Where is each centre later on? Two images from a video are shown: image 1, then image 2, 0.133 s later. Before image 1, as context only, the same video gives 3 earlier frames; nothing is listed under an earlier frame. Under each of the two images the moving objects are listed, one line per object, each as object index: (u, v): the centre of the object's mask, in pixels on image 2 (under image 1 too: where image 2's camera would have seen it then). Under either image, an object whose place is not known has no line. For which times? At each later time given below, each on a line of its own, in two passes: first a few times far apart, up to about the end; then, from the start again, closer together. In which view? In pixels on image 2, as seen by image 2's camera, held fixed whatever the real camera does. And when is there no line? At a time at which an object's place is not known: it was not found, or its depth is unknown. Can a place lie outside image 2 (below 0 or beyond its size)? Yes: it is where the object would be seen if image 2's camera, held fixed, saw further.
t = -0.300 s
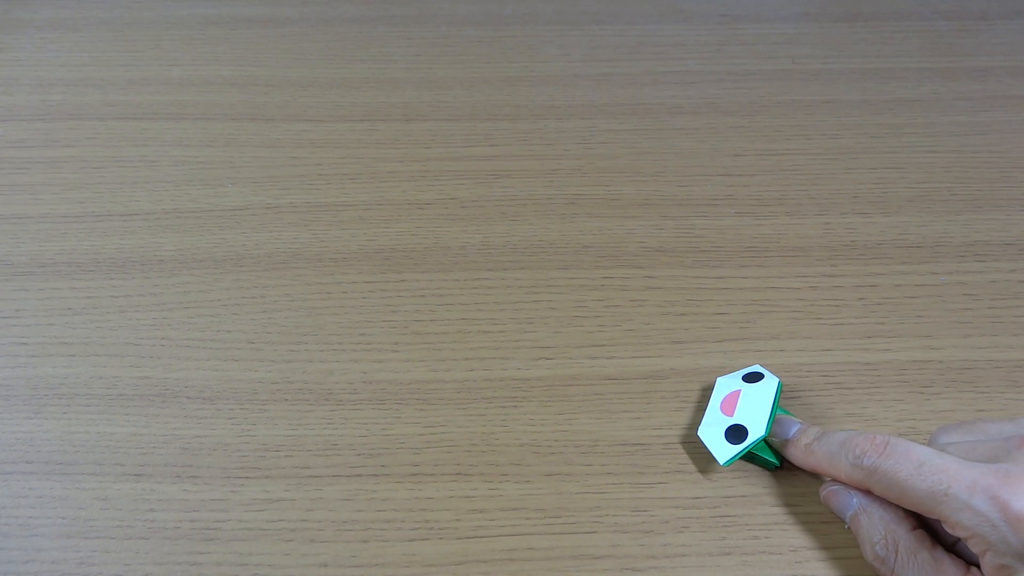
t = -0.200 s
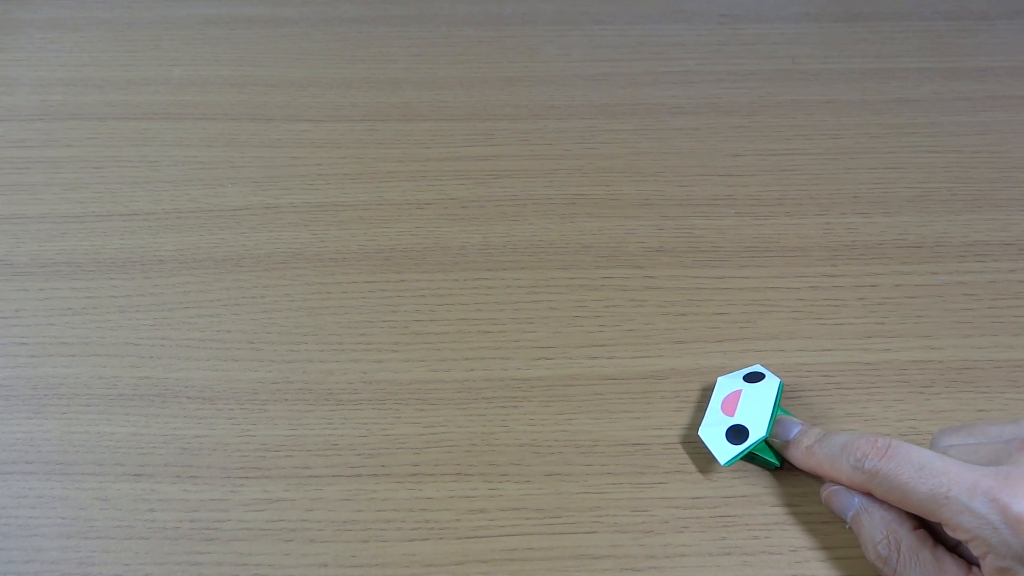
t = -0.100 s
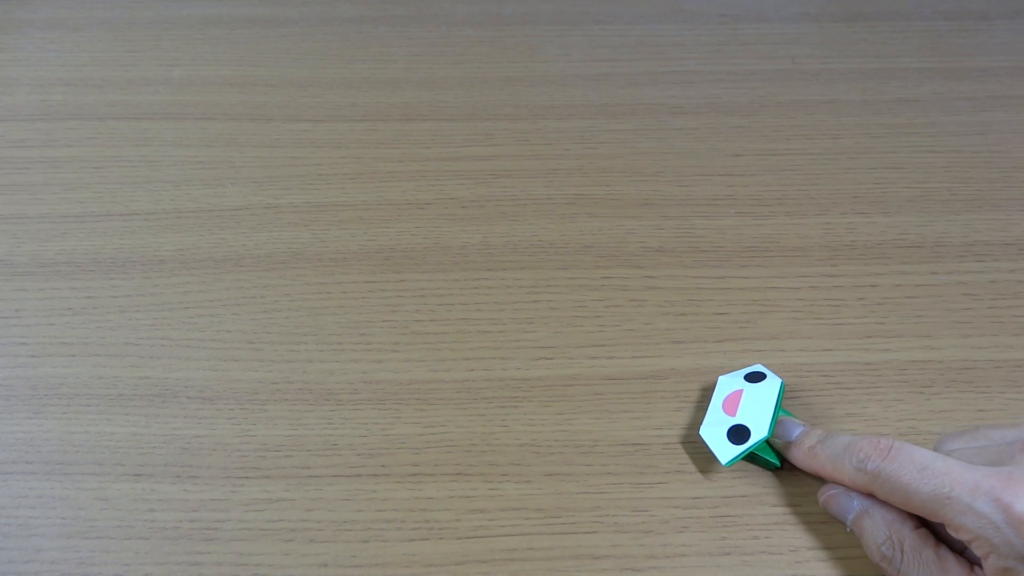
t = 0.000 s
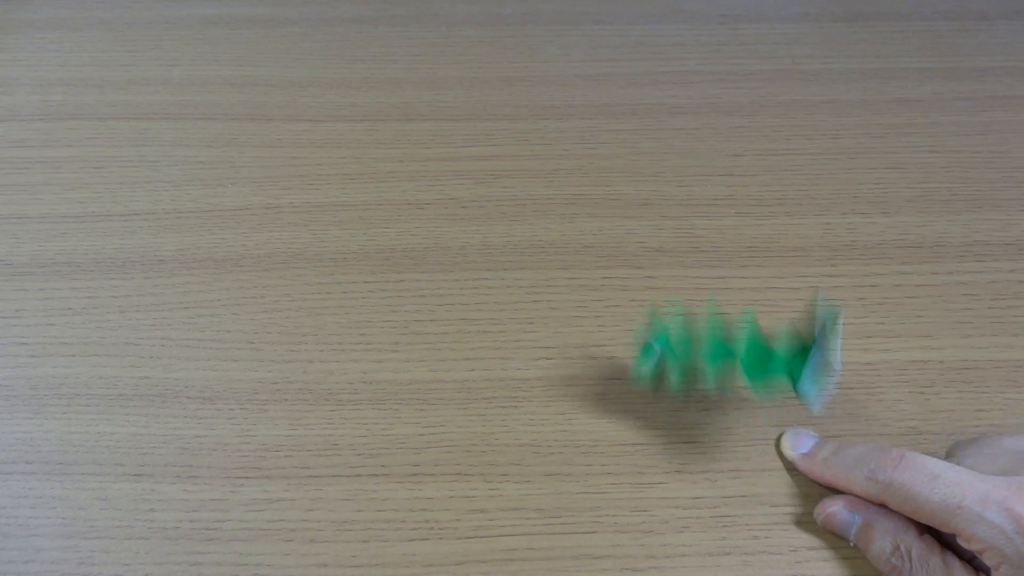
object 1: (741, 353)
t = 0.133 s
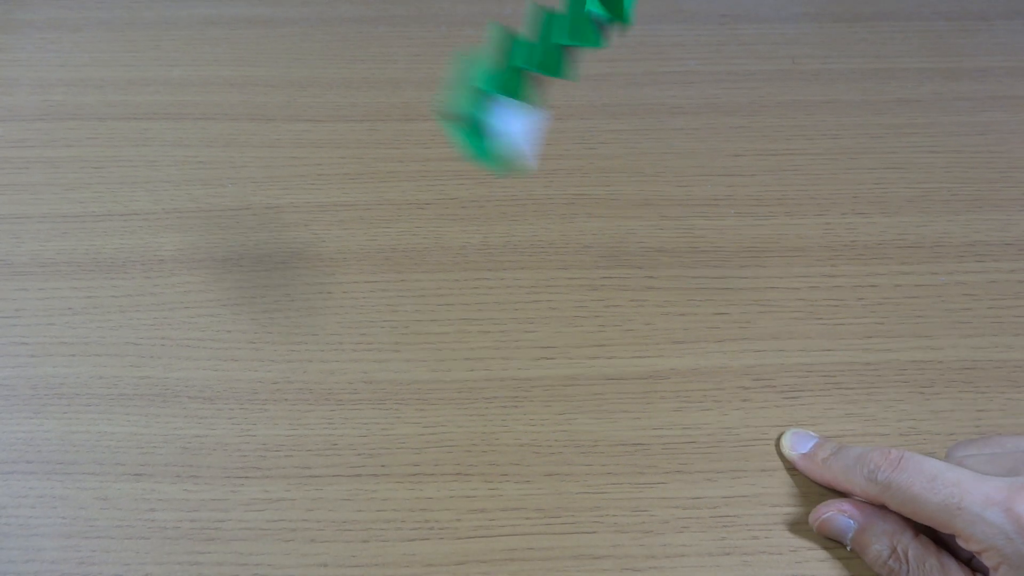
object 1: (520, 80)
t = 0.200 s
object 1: (423, 68)
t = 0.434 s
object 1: (171, 302)
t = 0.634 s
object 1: (90, 372)
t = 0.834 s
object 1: (100, 378)
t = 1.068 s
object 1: (99, 377)
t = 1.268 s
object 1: (98, 375)
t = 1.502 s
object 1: (98, 375)
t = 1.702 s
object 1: (98, 375)
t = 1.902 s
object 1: (98, 375)
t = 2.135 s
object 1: (98, 375)
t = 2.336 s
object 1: (98, 375)
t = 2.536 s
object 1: (98, 374)
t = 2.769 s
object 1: (98, 374)
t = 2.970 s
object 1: (98, 374)
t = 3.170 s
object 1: (98, 374)
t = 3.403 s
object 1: (97, 374)
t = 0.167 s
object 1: (473, 48)
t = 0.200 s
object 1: (423, 68)
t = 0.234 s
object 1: (362, 107)
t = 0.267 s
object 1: (308, 147)
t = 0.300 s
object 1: (280, 203)
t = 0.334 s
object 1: (243, 263)
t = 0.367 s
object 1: (231, 272)
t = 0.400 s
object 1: (200, 278)
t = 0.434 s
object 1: (171, 302)
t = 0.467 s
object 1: (155, 318)
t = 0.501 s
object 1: (143, 330)
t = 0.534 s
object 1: (128, 347)
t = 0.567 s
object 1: (110, 360)
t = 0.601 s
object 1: (95, 367)
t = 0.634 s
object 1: (90, 372)
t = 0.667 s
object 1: (90, 377)
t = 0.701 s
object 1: (92, 379)
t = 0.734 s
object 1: (98, 378)
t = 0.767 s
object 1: (100, 379)
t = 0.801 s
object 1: (101, 379)
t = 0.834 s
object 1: (100, 378)
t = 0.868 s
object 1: (98, 378)
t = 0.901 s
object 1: (98, 376)
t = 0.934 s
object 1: (98, 373)
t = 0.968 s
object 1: (99, 373)
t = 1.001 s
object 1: (98, 374)
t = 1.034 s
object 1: (98, 377)
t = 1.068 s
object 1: (99, 377)
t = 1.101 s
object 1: (99, 377)
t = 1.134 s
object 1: (98, 377)
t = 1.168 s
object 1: (98, 376)
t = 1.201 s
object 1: (98, 374)
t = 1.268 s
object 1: (98, 375)
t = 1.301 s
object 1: (98, 376)
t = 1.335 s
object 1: (98, 377)
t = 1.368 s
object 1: (98, 376)
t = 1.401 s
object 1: (98, 375)
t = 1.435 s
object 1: (98, 374)
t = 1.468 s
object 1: (98, 375)
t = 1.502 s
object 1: (98, 375)
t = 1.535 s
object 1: (98, 376)
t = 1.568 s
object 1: (98, 376)
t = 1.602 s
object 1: (98, 375)
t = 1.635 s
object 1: (98, 375)
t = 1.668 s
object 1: (98, 374)
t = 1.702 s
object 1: (98, 375)
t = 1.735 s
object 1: (98, 375)
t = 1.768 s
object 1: (98, 375)
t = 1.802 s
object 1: (98, 375)
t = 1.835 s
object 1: (98, 375)
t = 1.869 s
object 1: (98, 375)
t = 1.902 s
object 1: (98, 375)
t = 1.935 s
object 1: (98, 375)
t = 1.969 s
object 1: (98, 375)
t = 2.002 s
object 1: (98, 375)
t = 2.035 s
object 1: (98, 375)
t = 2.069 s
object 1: (98, 375)
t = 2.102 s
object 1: (98, 375)
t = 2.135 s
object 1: (98, 375)
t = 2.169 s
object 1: (98, 375)
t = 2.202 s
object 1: (98, 375)
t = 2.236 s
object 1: (98, 375)
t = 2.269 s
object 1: (98, 374)
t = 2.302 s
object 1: (98, 374)
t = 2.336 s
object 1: (98, 375)
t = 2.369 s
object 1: (98, 375)
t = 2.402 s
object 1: (98, 374)
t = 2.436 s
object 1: (98, 374)
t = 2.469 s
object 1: (98, 374)
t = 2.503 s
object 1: (98, 375)
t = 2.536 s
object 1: (98, 374)
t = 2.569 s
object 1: (98, 374)
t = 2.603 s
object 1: (98, 375)
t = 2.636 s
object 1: (98, 374)
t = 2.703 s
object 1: (98, 374)
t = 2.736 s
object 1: (98, 374)
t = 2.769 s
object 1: (98, 374)
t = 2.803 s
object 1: (98, 374)
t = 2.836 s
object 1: (98, 374)
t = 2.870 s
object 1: (98, 374)
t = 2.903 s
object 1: (98, 374)
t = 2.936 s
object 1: (98, 374)
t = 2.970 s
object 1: (98, 374)
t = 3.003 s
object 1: (98, 374)
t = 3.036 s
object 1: (98, 374)
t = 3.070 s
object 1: (98, 374)
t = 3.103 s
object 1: (98, 374)
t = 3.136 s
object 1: (98, 374)
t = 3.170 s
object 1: (98, 374)
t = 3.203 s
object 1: (98, 374)
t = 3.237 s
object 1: (98, 374)
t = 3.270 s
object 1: (97, 374)
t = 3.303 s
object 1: (97, 374)
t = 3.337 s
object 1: (97, 374)
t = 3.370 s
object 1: (97, 374)
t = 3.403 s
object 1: (97, 374)
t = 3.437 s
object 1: (97, 374)
